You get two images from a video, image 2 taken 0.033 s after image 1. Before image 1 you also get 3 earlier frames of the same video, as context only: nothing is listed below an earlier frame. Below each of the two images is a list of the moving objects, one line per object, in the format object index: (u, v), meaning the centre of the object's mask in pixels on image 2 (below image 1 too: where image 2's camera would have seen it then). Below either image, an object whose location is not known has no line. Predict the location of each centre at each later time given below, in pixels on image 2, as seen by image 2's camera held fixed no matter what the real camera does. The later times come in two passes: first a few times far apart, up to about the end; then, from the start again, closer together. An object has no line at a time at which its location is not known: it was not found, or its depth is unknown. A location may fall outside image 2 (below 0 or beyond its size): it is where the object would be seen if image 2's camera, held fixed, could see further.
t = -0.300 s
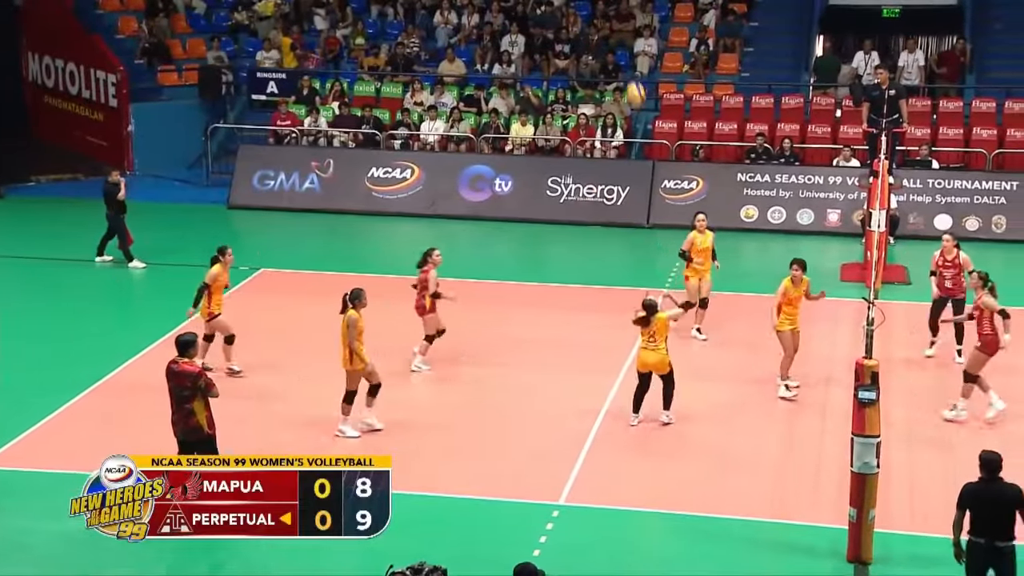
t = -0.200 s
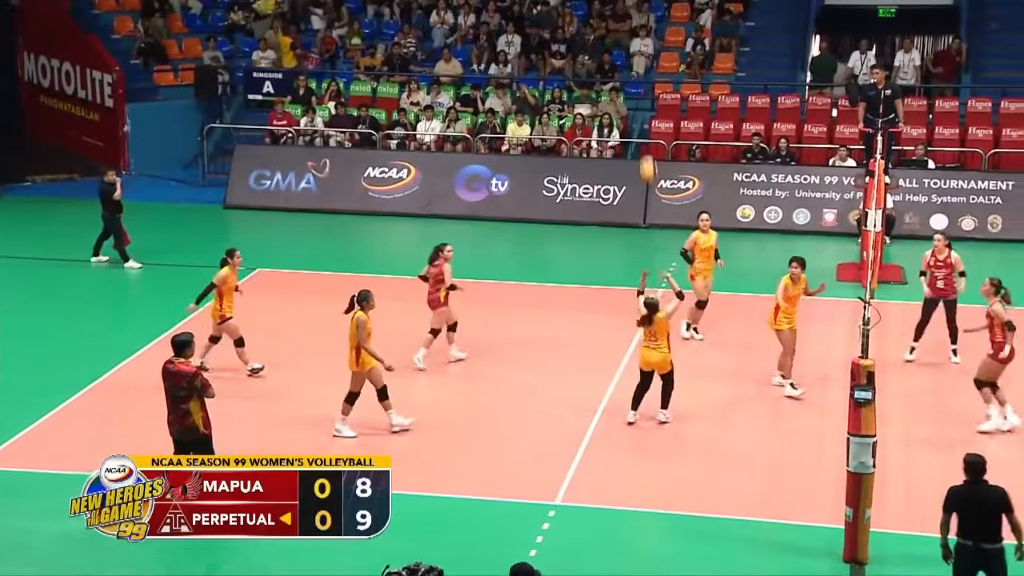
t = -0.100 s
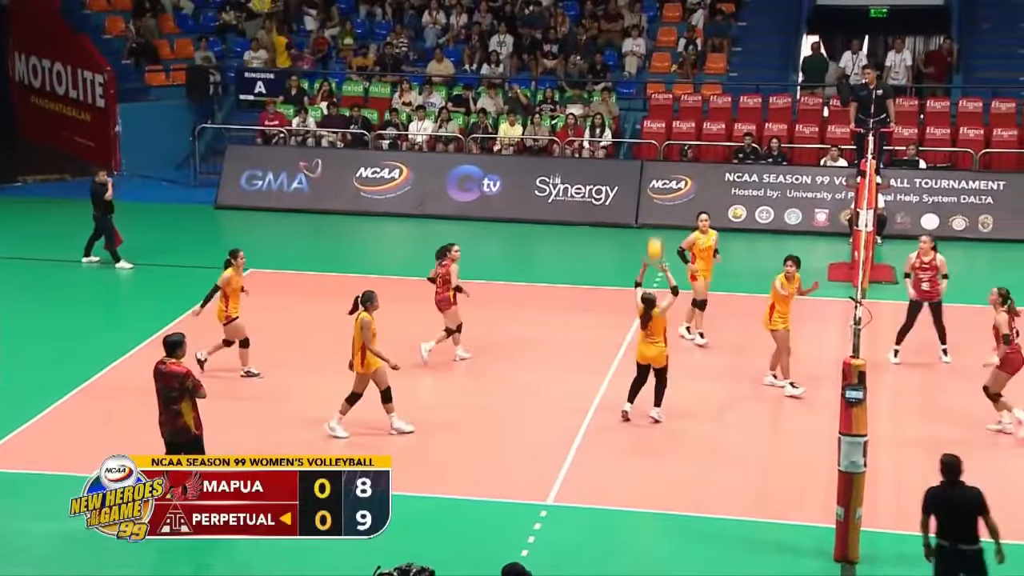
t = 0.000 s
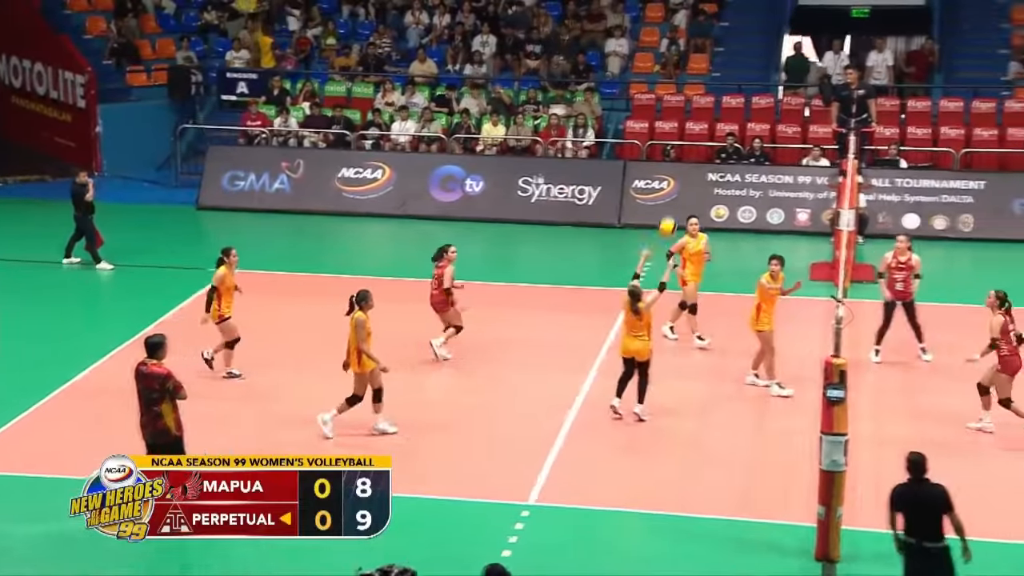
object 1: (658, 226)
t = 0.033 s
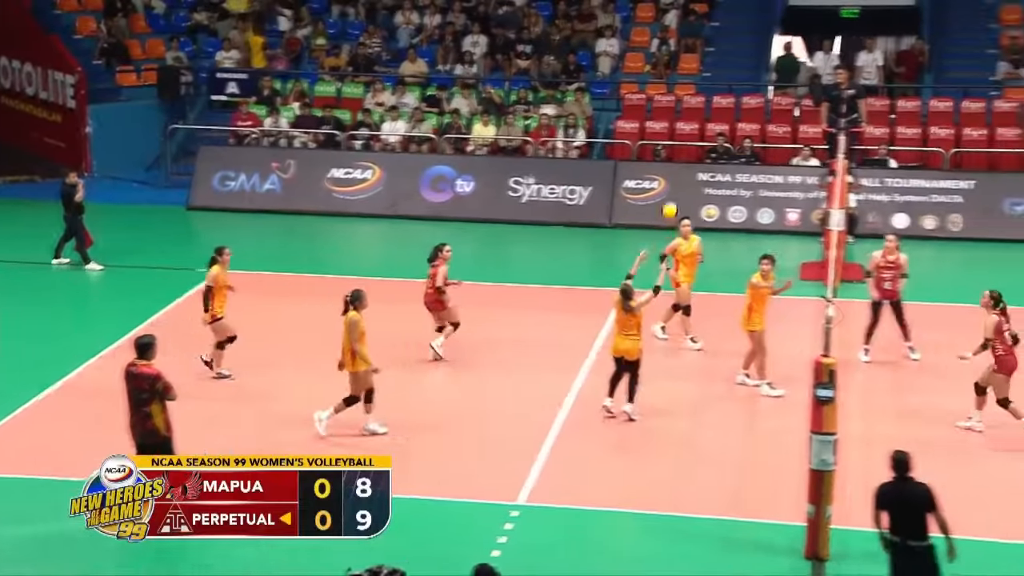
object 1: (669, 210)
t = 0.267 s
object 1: (753, 137)
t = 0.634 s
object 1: (867, 116)
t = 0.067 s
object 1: (681, 196)
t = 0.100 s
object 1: (693, 184)
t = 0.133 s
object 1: (703, 172)
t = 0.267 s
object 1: (753, 137)
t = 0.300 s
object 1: (764, 130)
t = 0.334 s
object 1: (775, 124)
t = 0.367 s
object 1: (786, 120)
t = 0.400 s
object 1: (797, 116)
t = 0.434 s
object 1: (806, 114)
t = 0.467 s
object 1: (816, 112)
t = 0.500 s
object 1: (828, 110)
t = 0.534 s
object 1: (838, 111)
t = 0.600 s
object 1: (858, 113)
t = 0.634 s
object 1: (867, 116)
